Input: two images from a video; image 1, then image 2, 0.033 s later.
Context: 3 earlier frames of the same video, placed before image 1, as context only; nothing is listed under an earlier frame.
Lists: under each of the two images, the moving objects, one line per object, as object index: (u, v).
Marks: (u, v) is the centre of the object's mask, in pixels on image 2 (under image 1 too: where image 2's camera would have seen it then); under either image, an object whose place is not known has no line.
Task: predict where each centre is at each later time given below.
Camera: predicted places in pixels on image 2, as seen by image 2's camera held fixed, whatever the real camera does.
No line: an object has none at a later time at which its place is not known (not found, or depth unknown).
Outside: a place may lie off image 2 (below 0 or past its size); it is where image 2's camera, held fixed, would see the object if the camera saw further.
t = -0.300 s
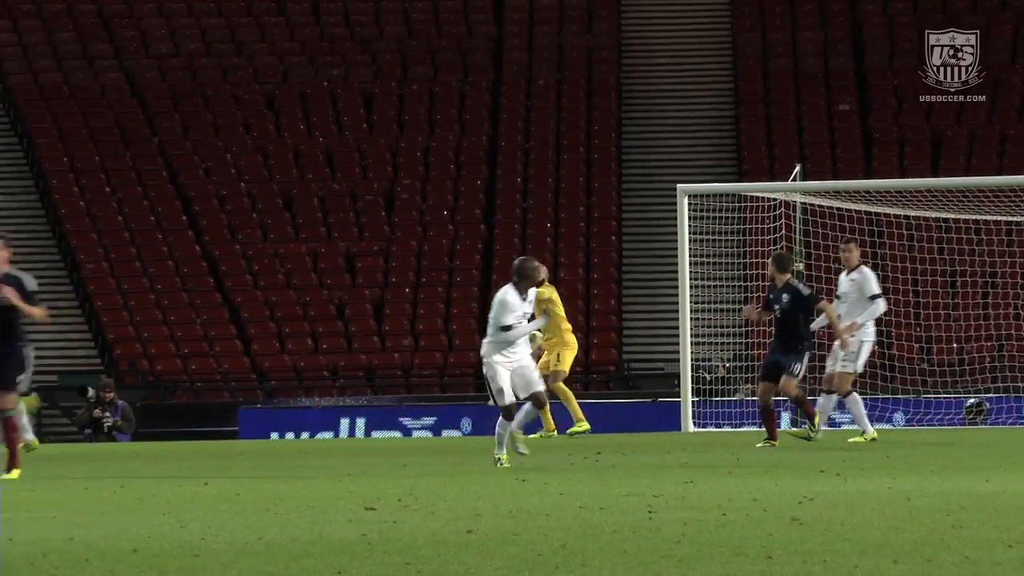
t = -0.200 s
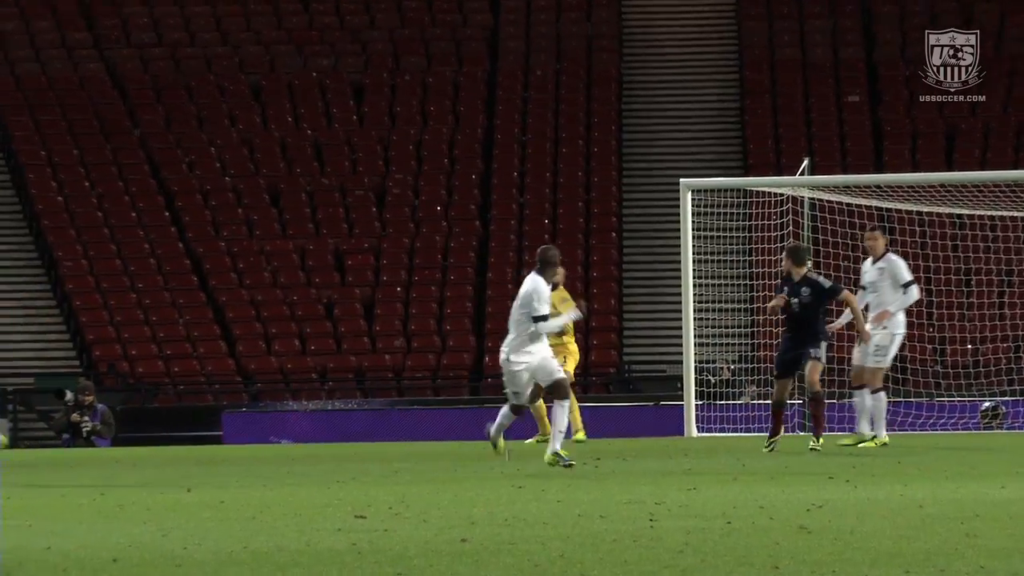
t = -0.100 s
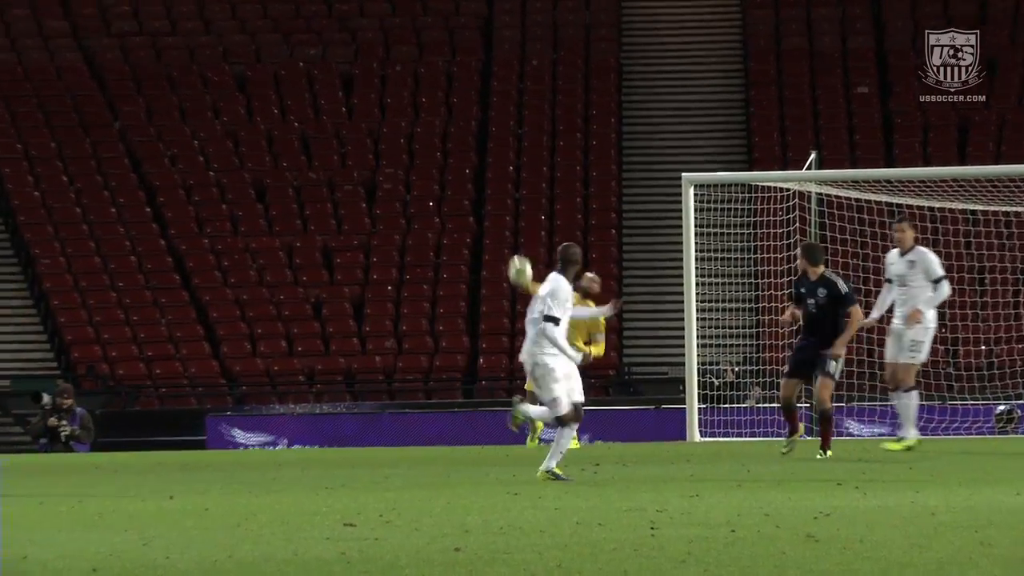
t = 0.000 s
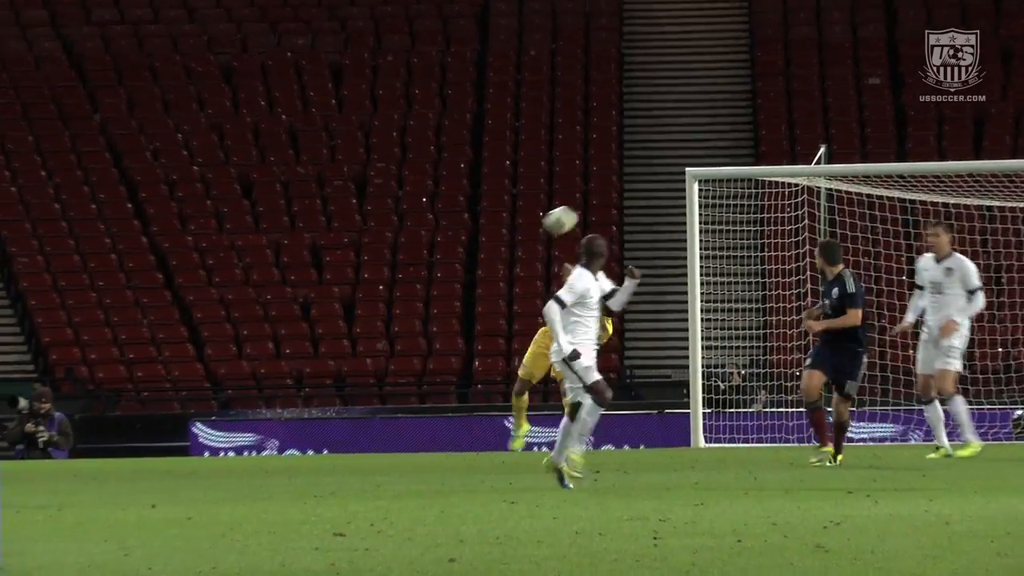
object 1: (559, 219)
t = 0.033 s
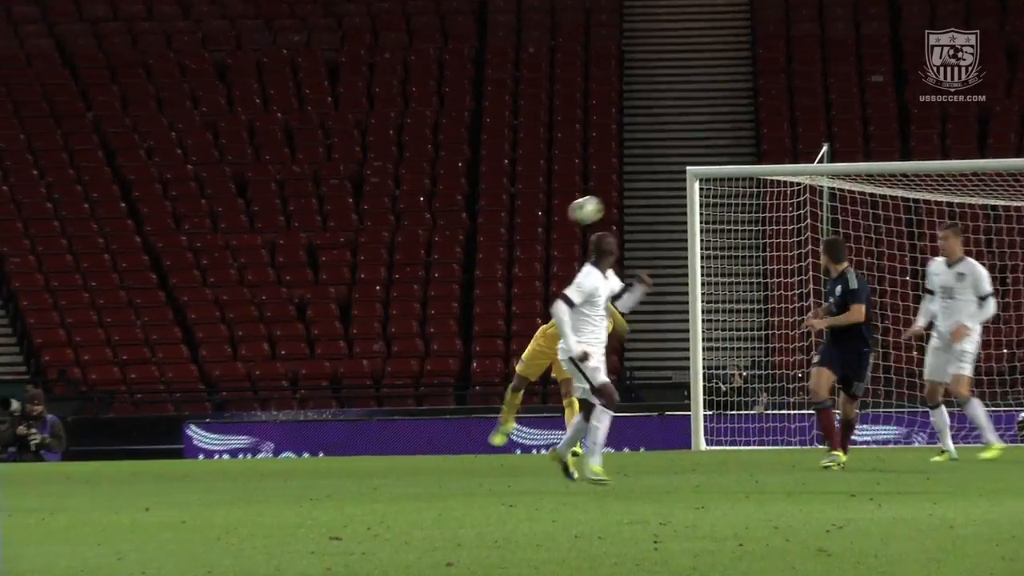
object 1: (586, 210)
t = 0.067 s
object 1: (611, 200)
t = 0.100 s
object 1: (636, 193)
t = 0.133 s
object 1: (662, 186)
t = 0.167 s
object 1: (686, 186)
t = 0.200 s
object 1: (710, 175)
